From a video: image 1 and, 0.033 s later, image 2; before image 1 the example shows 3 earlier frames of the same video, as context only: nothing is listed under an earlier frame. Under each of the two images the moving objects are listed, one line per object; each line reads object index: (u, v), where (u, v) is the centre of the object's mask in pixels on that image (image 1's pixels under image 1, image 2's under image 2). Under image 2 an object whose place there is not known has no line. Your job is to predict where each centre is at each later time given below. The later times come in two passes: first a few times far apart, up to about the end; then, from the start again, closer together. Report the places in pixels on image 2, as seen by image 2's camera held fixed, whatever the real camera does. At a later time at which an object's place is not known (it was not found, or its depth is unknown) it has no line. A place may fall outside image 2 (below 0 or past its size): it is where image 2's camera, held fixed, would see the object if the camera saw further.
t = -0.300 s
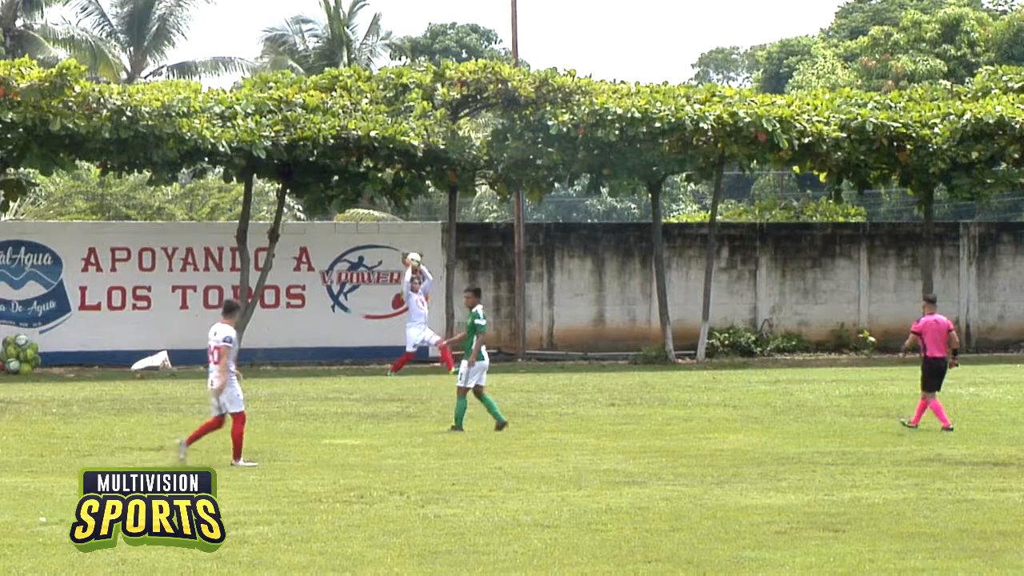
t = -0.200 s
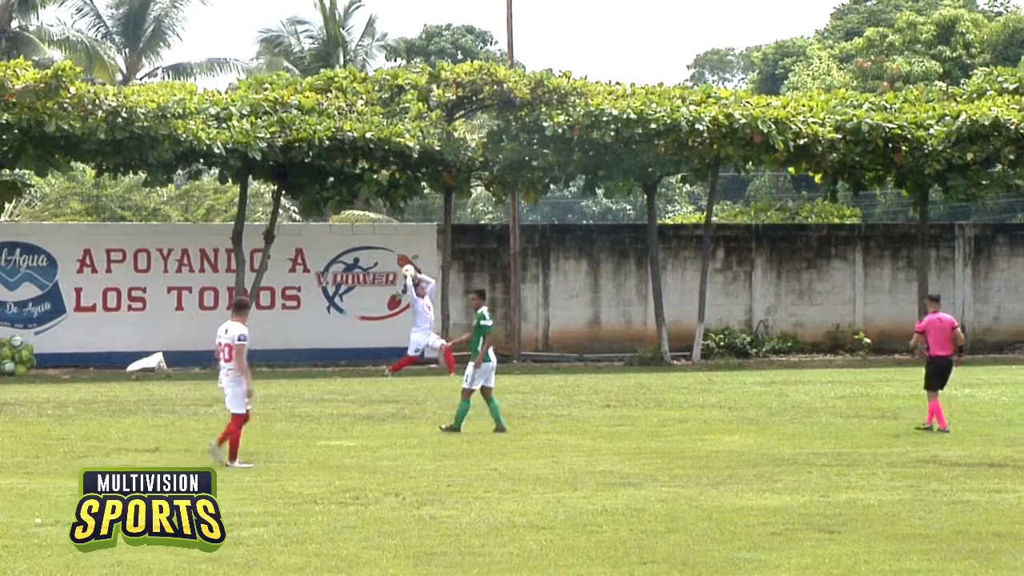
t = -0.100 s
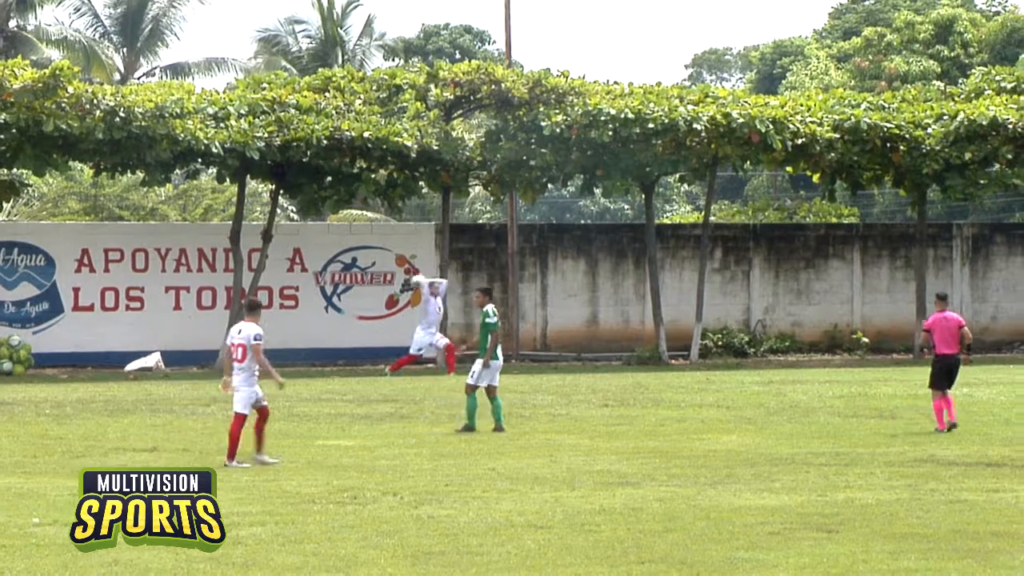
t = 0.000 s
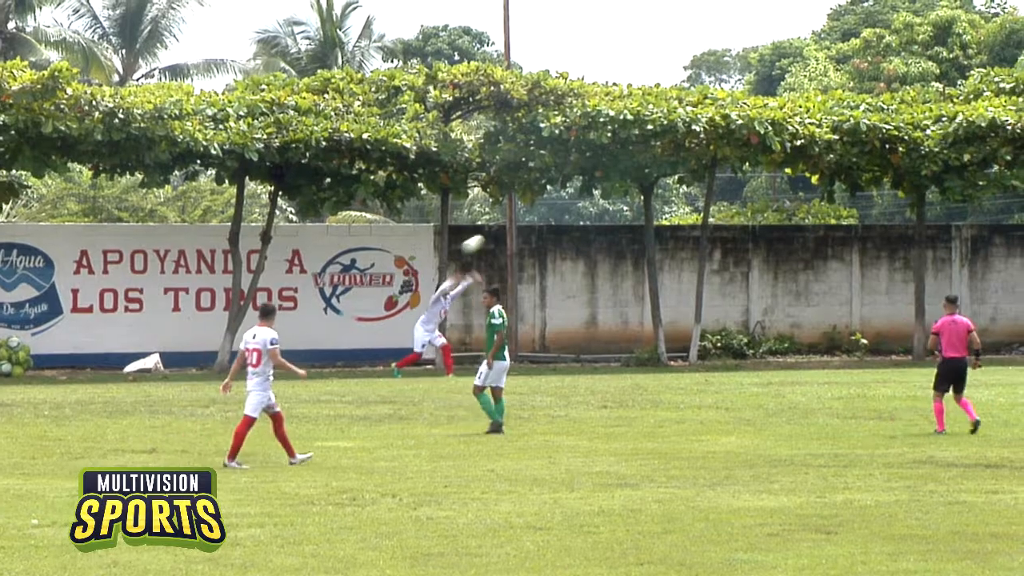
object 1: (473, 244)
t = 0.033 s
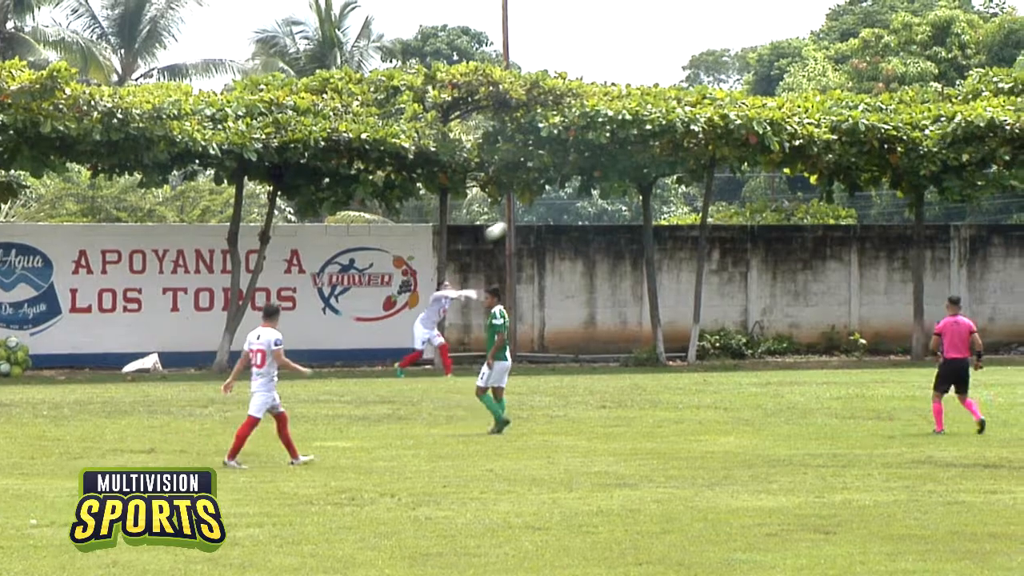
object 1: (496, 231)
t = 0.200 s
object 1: (619, 175)
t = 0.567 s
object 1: (899, 111)
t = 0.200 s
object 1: (619, 175)
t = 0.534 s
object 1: (873, 112)
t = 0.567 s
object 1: (899, 111)
